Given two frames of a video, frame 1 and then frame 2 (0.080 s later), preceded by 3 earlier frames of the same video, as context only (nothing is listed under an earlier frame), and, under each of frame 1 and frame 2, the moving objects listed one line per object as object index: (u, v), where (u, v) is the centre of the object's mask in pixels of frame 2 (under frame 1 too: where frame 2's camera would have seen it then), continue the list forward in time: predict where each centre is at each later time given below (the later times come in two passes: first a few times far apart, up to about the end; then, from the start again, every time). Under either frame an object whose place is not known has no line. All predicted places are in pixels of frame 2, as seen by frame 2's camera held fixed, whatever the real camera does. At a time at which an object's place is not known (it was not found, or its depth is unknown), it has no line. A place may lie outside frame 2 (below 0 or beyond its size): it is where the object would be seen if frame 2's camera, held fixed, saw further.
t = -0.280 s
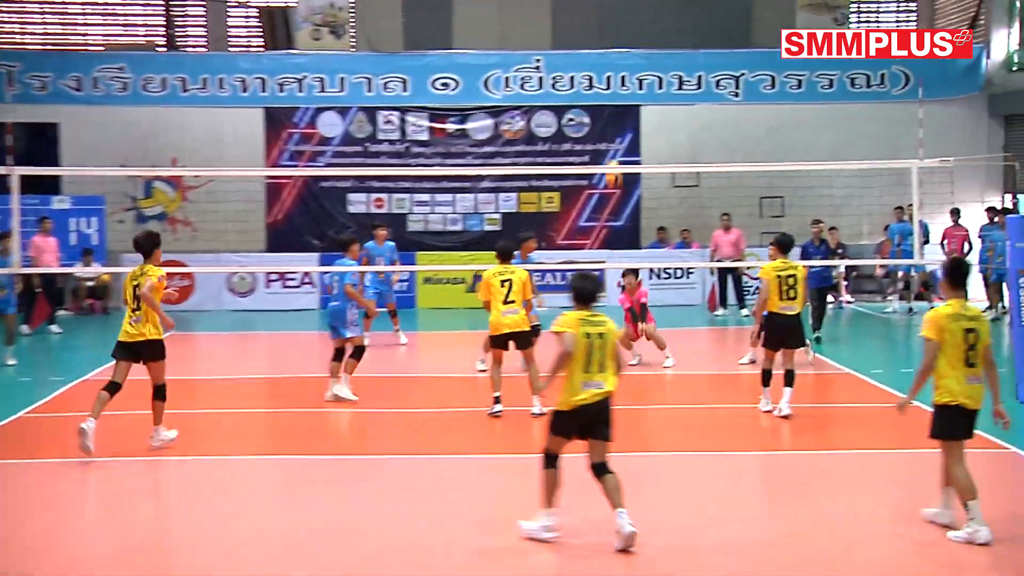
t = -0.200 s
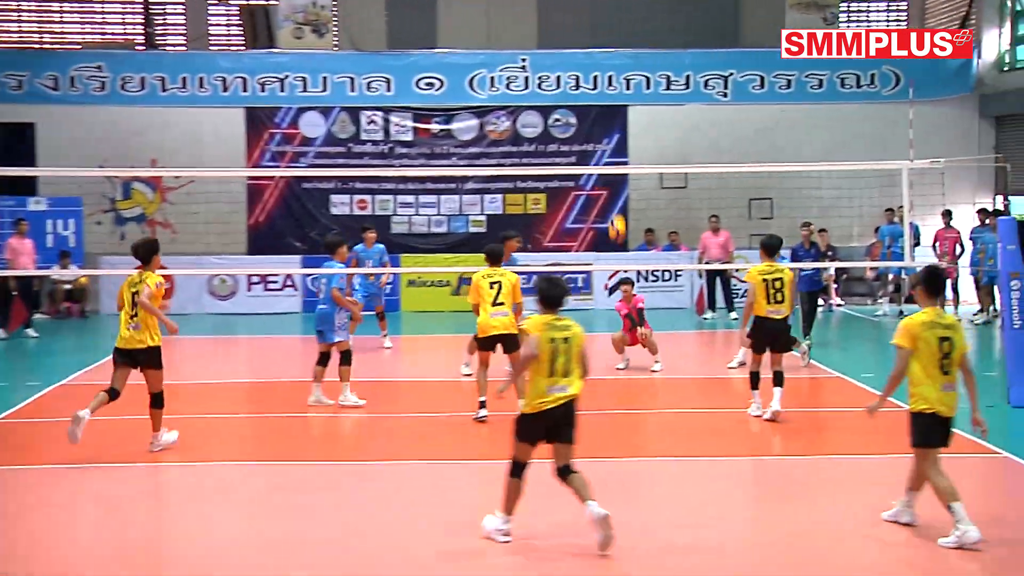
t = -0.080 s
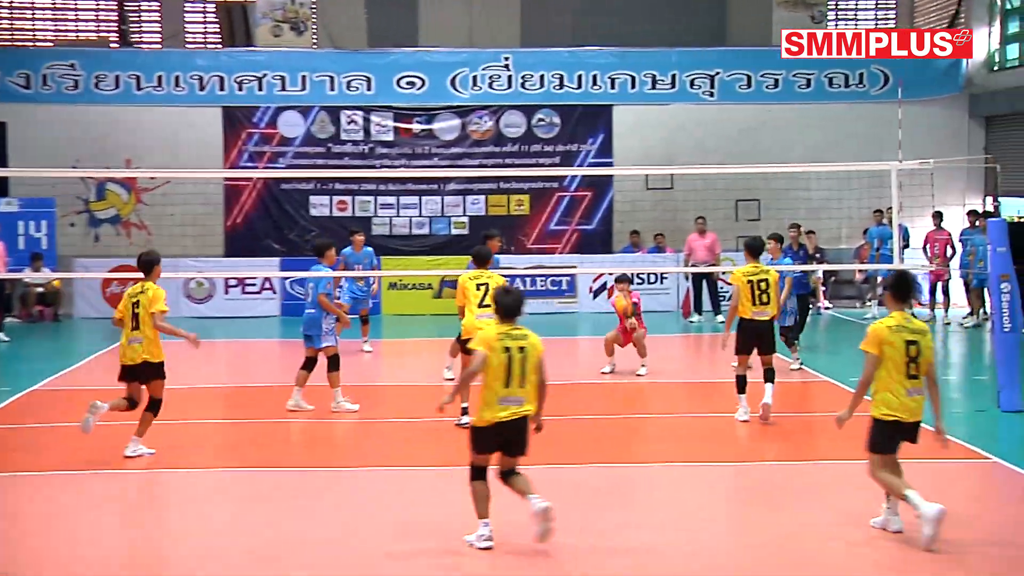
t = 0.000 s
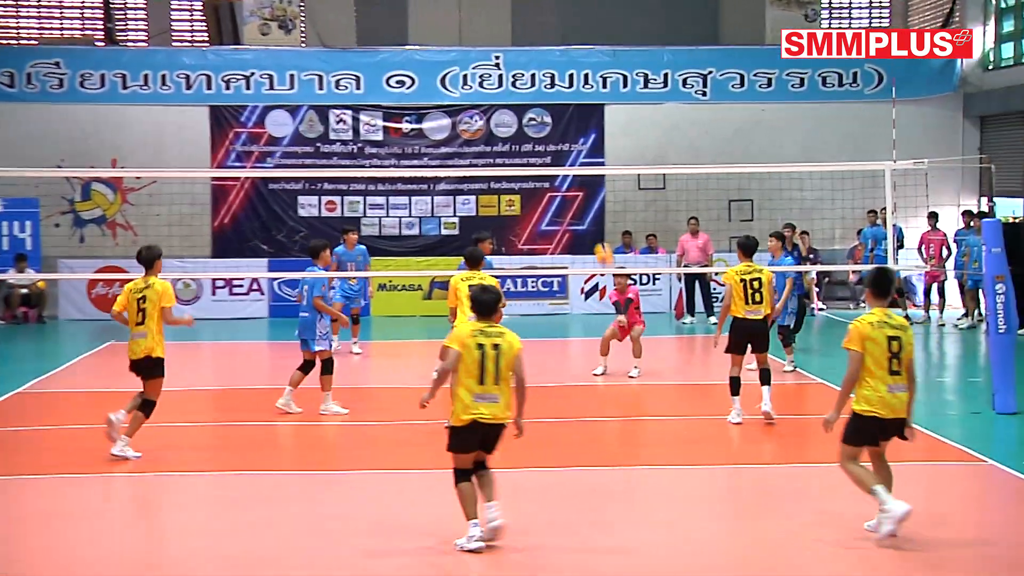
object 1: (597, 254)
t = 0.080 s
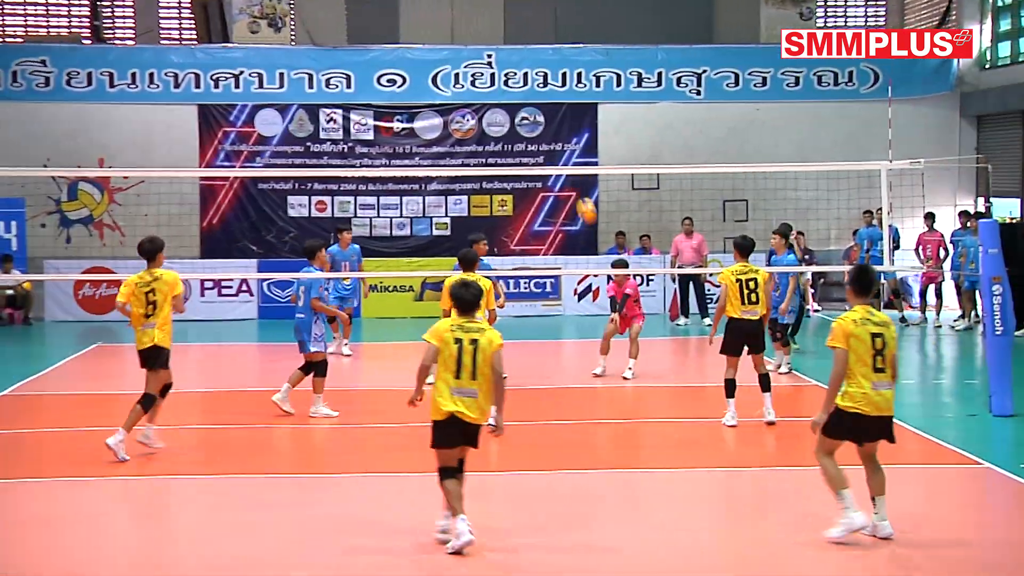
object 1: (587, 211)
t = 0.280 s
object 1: (558, 118)
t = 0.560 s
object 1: (515, 45)
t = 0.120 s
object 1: (581, 189)
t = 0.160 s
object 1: (576, 163)
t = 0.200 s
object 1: (570, 150)
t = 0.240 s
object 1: (564, 133)
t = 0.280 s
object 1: (558, 118)
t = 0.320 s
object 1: (552, 105)
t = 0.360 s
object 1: (546, 90)
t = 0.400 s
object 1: (540, 78)
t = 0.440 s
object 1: (533, 68)
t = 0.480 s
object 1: (527, 59)
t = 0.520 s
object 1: (521, 51)
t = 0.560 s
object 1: (515, 45)
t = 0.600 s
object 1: (509, 41)
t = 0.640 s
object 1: (503, 38)
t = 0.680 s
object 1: (497, 36)
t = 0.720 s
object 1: (491, 35)
